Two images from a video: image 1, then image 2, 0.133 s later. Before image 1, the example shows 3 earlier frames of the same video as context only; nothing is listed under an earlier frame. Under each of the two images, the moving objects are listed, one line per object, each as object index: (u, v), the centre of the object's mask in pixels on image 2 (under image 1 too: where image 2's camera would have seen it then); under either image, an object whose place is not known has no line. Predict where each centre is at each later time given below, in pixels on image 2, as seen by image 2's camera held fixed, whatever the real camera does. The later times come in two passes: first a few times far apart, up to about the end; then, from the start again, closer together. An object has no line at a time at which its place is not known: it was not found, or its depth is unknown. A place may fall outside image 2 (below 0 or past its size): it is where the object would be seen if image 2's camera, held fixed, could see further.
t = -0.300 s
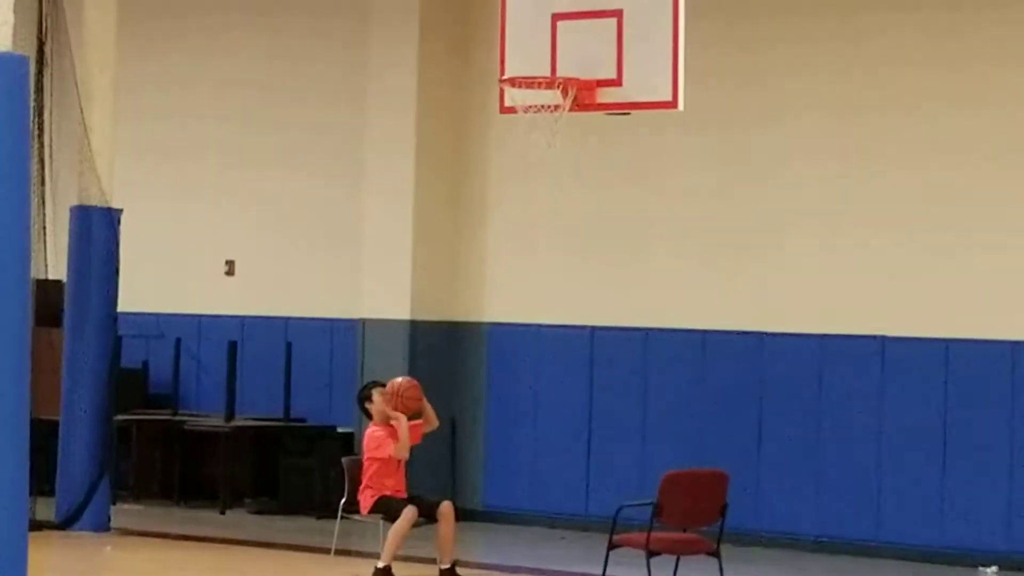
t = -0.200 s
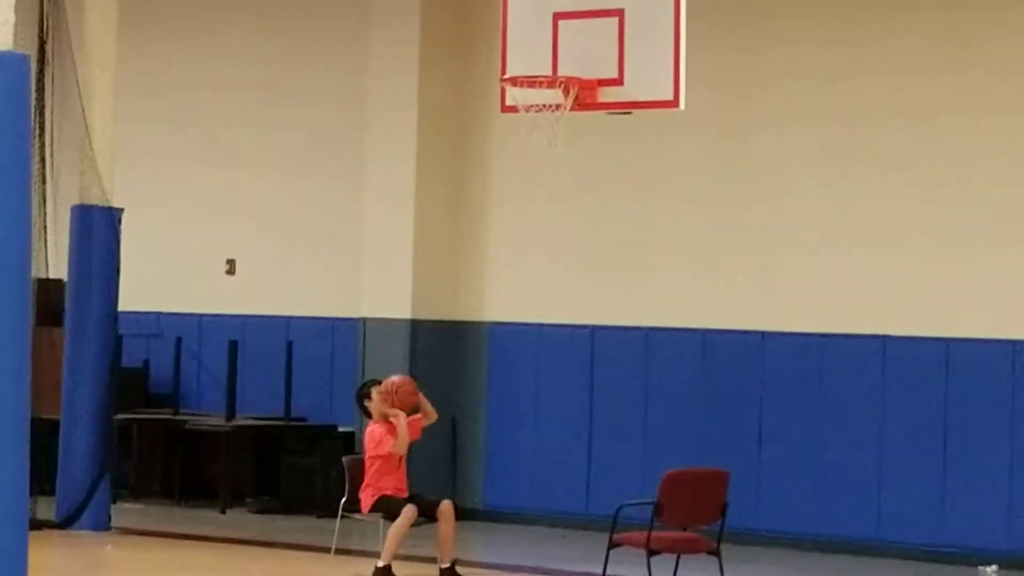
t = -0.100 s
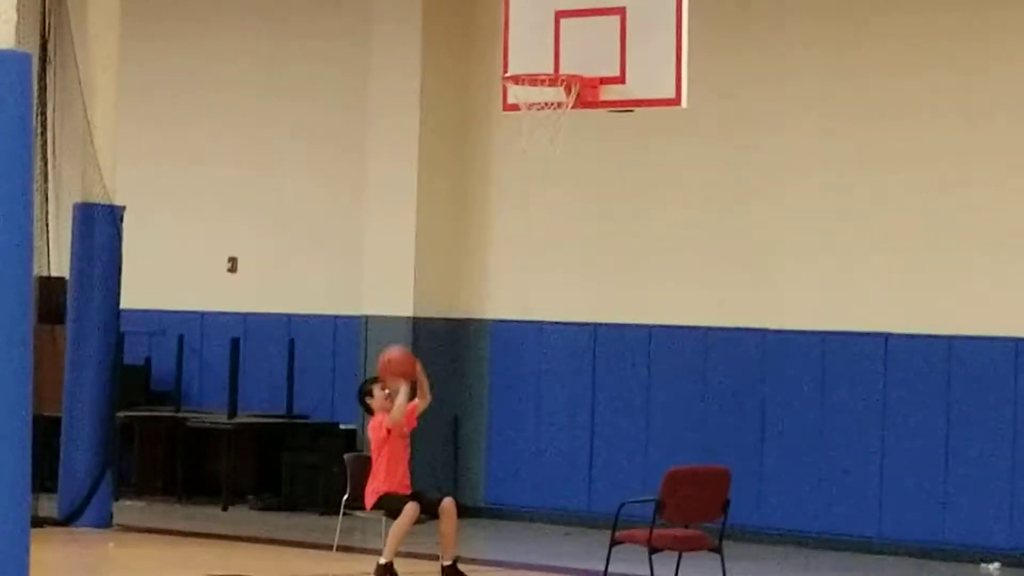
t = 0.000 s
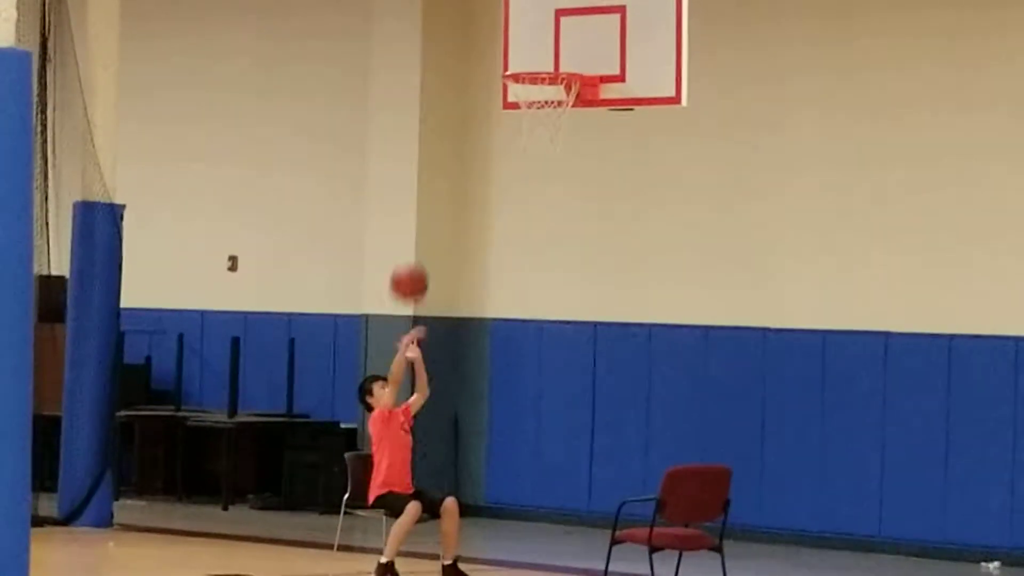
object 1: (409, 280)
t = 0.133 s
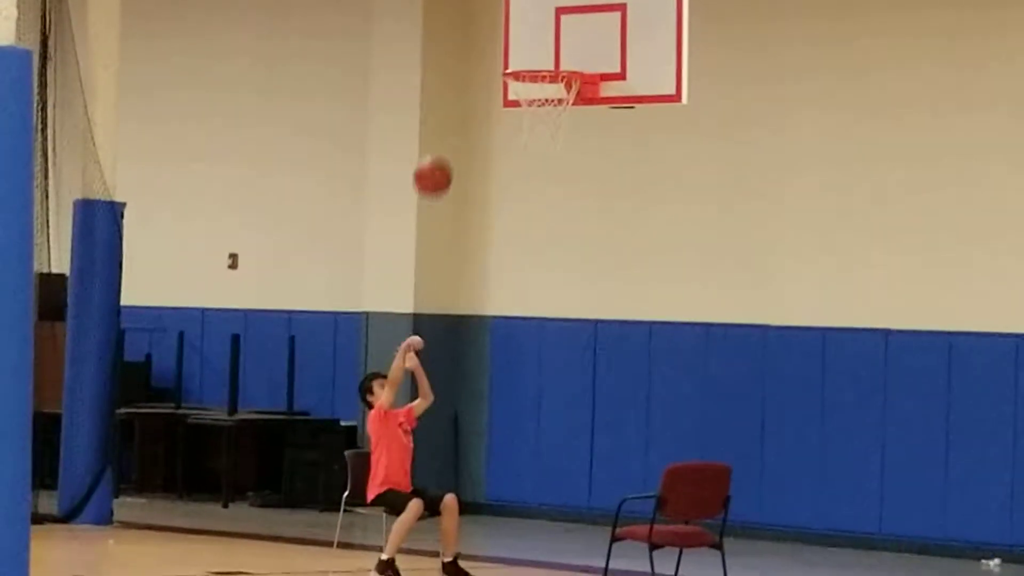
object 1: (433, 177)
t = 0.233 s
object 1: (450, 115)
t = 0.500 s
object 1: (493, 33)
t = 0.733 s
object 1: (529, 54)
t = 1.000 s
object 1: (551, 84)
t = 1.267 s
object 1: (547, 157)
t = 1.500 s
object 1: (530, 284)
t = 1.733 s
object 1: (511, 499)
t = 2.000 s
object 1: (497, 414)
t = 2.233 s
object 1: (486, 313)
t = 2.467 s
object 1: (469, 297)
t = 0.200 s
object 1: (444, 134)
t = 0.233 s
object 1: (450, 115)
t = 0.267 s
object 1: (455, 99)
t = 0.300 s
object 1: (461, 85)
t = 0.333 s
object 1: (466, 72)
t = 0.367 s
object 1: (472, 61)
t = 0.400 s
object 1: (477, 51)
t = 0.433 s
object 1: (481, 43)
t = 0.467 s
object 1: (487, 37)
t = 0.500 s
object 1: (493, 33)
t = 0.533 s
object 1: (498, 31)
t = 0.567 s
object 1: (503, 31)
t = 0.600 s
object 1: (508, 32)
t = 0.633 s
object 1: (513, 35)
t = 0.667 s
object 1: (518, 39)
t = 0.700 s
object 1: (524, 47)
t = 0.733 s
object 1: (529, 54)
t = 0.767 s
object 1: (531, 53)
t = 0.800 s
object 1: (535, 52)
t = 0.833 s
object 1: (538, 53)
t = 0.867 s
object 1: (539, 54)
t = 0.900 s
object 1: (543, 56)
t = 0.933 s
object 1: (545, 60)
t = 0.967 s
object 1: (547, 72)
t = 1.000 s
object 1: (551, 84)
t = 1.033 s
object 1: (553, 93)
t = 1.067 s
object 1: (556, 107)
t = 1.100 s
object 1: (557, 117)
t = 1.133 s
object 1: (556, 121)
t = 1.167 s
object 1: (554, 129)
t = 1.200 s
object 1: (552, 135)
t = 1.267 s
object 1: (547, 157)
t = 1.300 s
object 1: (545, 167)
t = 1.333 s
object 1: (543, 182)
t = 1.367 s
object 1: (540, 200)
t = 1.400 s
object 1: (538, 218)
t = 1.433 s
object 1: (535, 239)
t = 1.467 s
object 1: (533, 262)
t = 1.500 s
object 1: (530, 284)
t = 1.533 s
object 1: (528, 311)
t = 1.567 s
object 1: (524, 338)
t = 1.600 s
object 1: (522, 365)
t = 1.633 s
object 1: (519, 396)
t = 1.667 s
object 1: (517, 428)
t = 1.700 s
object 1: (514, 463)
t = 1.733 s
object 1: (511, 499)
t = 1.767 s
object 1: (510, 539)
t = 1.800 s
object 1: (507, 574)
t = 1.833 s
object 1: (506, 542)
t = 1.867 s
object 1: (504, 513)
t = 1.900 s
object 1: (503, 487)
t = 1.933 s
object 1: (500, 460)
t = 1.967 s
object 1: (499, 437)
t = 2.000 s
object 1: (497, 414)
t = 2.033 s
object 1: (496, 394)
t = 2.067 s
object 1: (494, 375)
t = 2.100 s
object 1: (492, 359)
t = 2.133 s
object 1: (489, 344)
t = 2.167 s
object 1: (488, 333)
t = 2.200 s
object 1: (487, 322)
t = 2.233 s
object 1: (486, 313)
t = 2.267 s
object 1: (483, 306)
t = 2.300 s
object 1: (481, 299)
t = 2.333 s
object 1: (478, 295)
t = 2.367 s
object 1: (476, 293)
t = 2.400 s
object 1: (474, 292)
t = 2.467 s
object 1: (469, 297)
